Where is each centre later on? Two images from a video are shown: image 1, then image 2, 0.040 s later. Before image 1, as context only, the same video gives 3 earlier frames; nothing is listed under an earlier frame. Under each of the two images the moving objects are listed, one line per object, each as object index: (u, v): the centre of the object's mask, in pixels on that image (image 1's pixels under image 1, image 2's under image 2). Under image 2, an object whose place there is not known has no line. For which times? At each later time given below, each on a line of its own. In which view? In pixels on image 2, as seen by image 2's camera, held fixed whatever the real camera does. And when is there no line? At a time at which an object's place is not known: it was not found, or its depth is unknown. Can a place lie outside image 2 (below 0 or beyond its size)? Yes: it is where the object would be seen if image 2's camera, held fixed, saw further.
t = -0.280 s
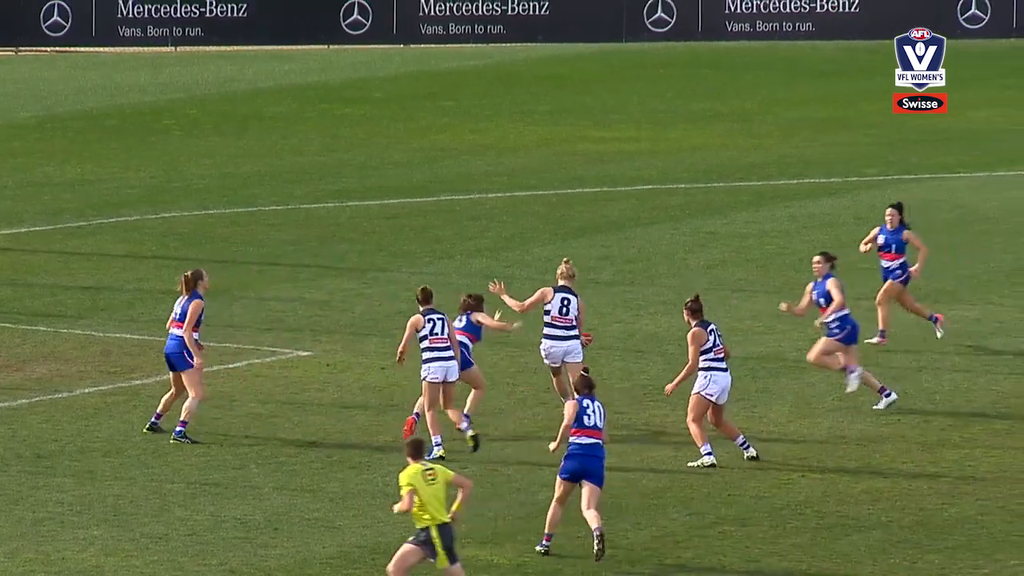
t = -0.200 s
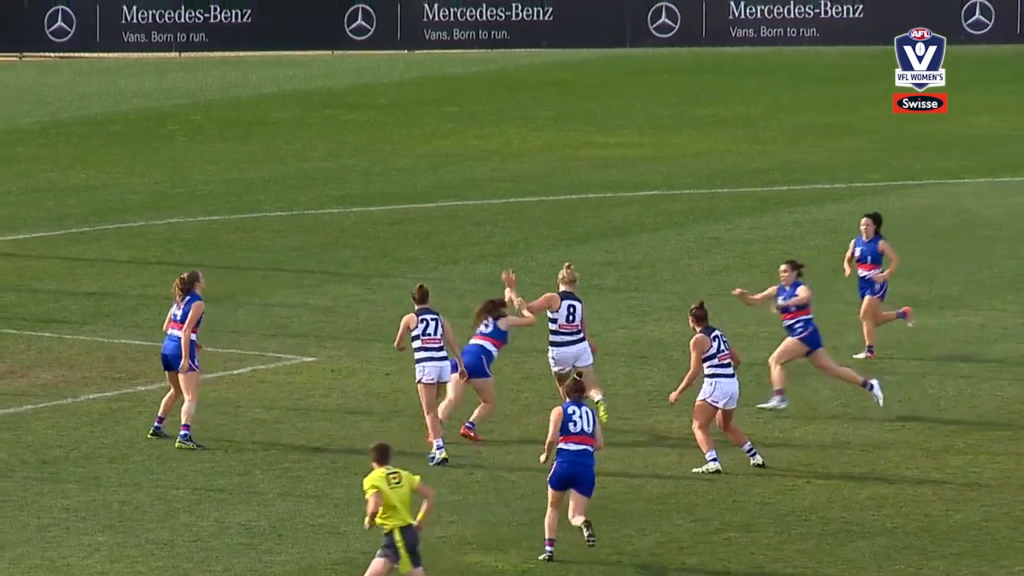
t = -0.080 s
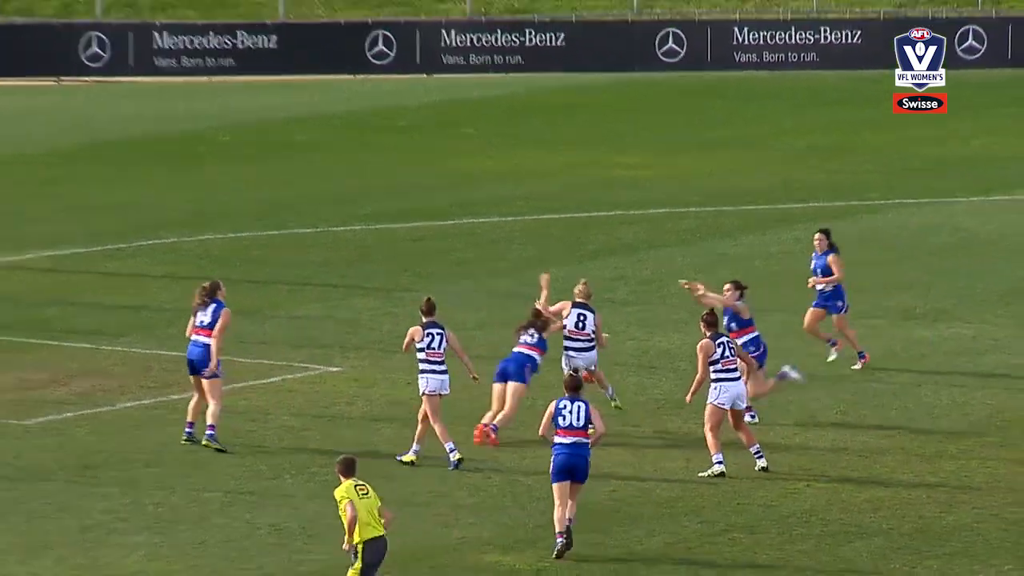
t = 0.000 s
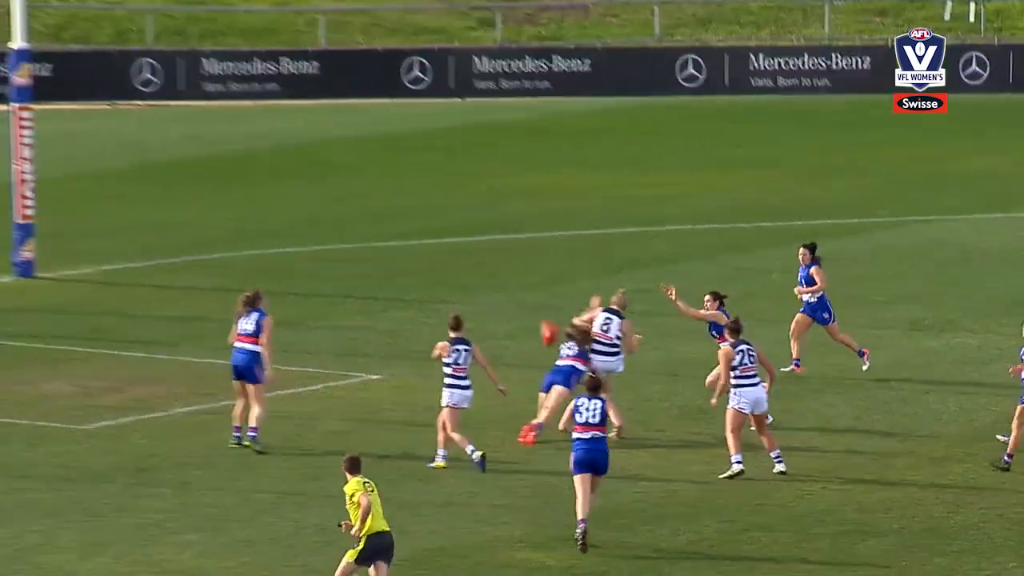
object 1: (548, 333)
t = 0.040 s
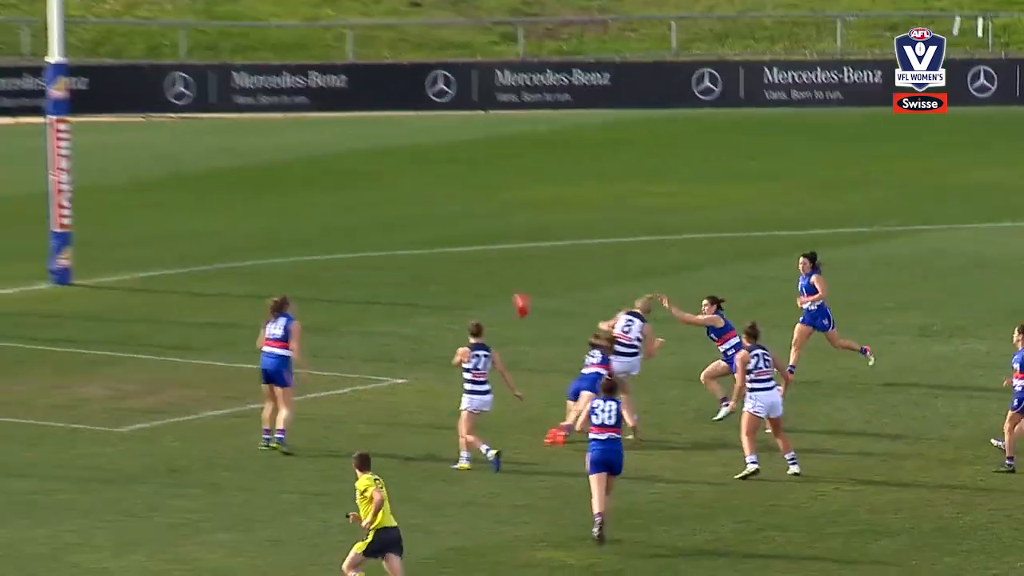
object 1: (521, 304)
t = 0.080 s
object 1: (474, 273)
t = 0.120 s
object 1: (426, 243)
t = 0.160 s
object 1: (383, 218)
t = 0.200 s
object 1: (340, 193)
